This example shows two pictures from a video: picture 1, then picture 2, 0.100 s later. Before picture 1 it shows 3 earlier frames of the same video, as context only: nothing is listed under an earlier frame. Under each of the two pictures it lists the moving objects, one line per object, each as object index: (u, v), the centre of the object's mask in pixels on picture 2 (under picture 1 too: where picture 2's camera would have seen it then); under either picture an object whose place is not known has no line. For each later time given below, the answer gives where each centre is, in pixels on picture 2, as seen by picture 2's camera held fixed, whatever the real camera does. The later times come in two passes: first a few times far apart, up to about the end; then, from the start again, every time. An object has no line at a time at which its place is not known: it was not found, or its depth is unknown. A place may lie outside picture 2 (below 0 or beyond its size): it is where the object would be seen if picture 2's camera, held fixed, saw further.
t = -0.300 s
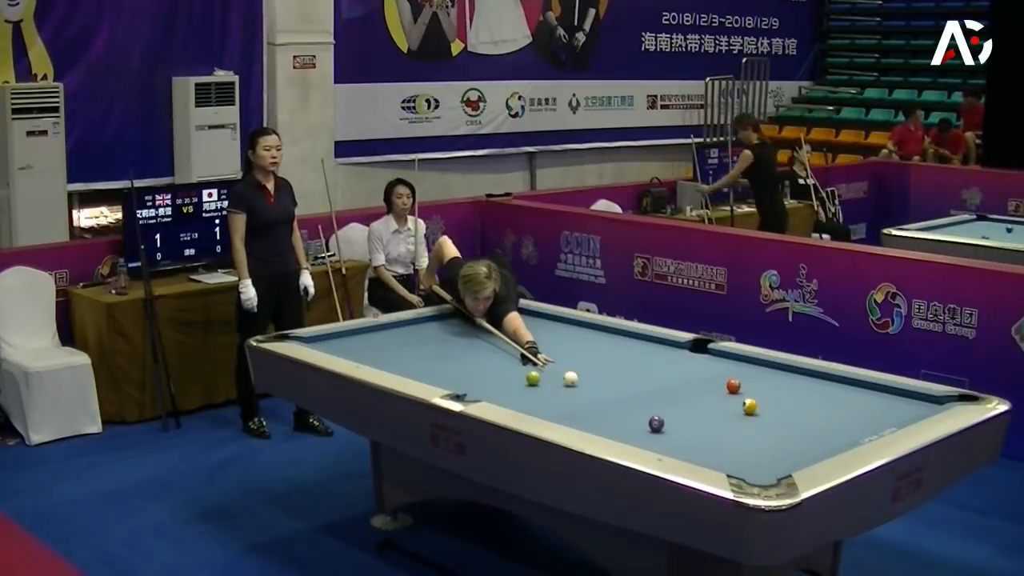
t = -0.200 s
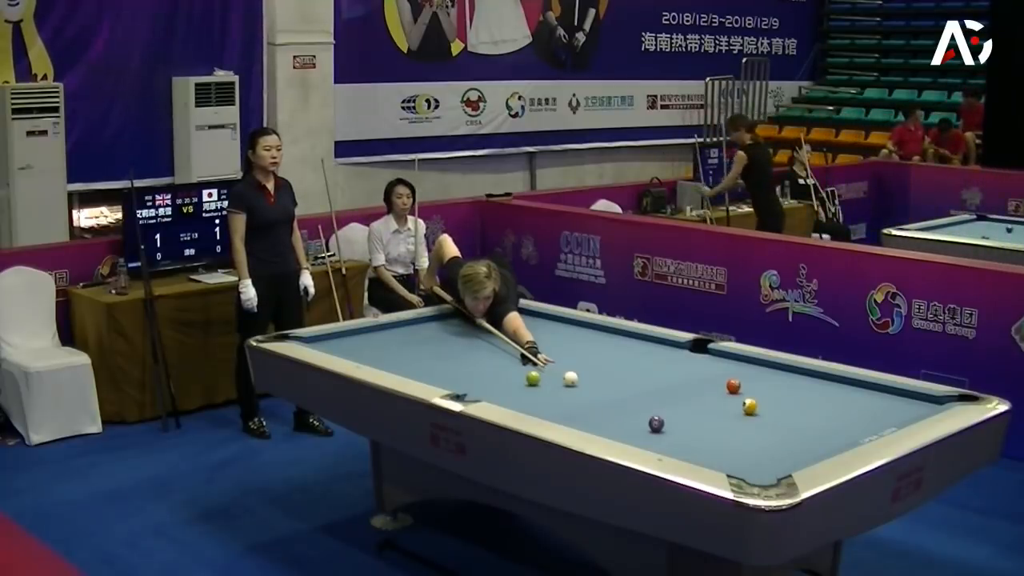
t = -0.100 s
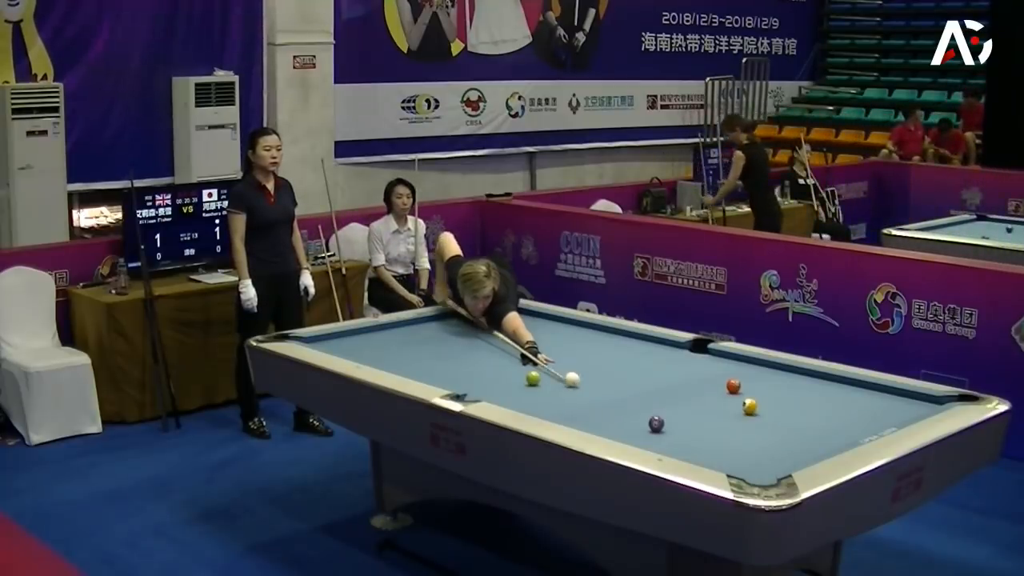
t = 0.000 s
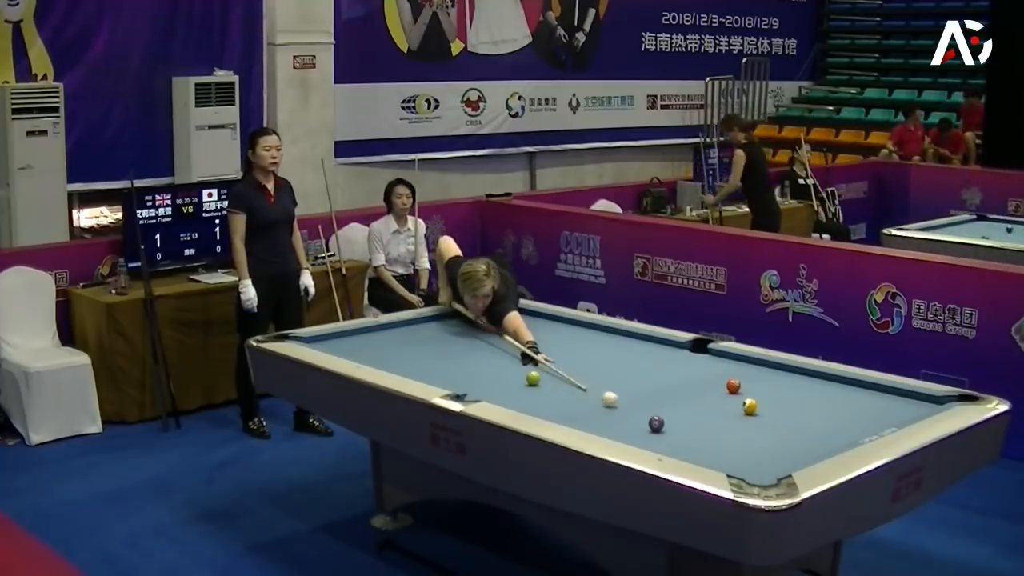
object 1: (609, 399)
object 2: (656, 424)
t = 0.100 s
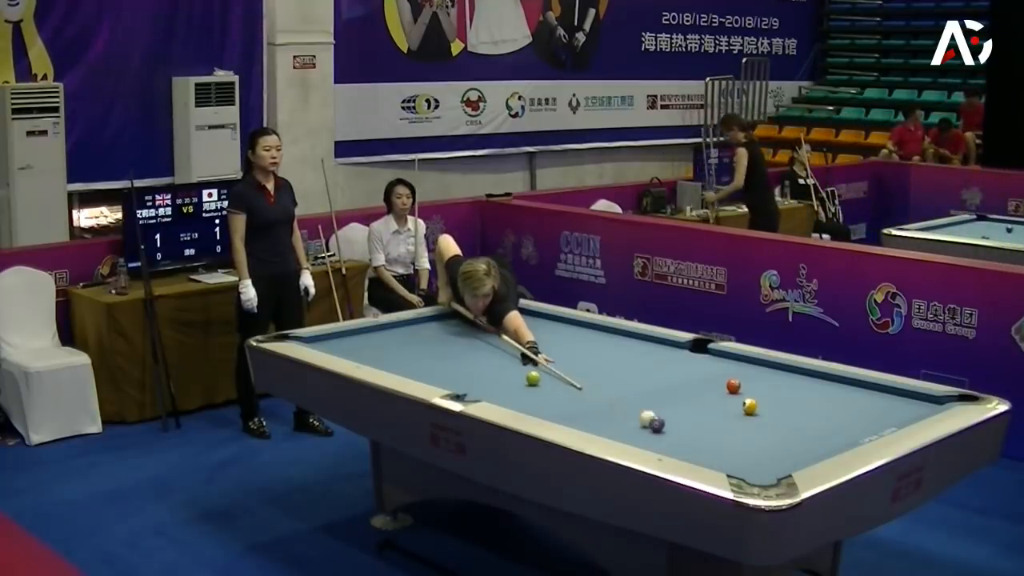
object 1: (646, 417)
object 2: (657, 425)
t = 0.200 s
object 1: (648, 418)
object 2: (694, 445)
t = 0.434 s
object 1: (638, 413)
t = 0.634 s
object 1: (630, 407)
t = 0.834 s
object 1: (622, 403)
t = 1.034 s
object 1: (615, 399)
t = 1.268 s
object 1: (608, 394)
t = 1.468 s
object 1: (601, 390)
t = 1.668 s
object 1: (596, 386)
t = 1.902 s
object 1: (590, 383)
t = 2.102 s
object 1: (585, 380)
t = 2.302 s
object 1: (581, 377)
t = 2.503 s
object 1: (577, 375)
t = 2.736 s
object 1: (573, 373)
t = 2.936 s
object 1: (570, 370)
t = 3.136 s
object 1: (567, 369)
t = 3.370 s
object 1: (565, 367)
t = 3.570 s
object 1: (563, 366)
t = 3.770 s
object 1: (561, 365)
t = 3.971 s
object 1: (560, 364)
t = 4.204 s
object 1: (559, 363)
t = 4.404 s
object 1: (558, 363)
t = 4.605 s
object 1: (558, 363)
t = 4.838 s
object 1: (558, 362)
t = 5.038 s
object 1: (558, 362)
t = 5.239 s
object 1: (558, 363)
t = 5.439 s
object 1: (558, 362)
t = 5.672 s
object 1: (558, 362)
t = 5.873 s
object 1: (558, 362)
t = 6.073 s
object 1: (558, 362)
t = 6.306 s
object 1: (558, 362)
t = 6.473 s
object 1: (558, 362)
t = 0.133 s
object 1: (649, 419)
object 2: (669, 432)
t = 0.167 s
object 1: (648, 418)
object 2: (681, 438)
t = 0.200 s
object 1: (648, 418)
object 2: (694, 445)
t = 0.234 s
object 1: (647, 418)
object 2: (707, 452)
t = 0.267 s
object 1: (646, 417)
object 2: (720, 459)
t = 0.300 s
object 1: (644, 416)
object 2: (732, 464)
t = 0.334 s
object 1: (643, 415)
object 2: (746, 472)
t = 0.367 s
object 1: (642, 414)
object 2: (757, 478)
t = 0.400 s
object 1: (640, 414)
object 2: (768, 483)
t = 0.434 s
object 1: (638, 413)
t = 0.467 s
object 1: (637, 412)
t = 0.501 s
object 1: (635, 411)
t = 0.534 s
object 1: (634, 410)
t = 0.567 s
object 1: (633, 409)
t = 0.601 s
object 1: (631, 408)
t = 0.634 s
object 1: (630, 407)
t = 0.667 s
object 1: (629, 407)
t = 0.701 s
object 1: (627, 406)
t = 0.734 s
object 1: (626, 405)
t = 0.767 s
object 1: (625, 404)
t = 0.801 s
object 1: (623, 404)
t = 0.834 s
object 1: (622, 403)
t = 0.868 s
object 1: (621, 402)
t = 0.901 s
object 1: (620, 402)
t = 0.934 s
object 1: (618, 401)
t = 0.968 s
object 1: (618, 400)
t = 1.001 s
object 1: (616, 399)
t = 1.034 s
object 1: (615, 399)
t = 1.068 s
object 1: (614, 398)
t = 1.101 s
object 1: (613, 397)
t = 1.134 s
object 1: (612, 396)
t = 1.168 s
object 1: (611, 396)
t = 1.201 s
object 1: (610, 395)
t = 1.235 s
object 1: (609, 395)
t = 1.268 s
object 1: (608, 394)
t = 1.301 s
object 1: (606, 393)
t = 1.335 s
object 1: (605, 392)
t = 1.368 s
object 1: (604, 392)
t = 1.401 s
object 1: (603, 391)
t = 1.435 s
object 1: (602, 390)
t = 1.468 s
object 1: (601, 390)
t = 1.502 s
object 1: (600, 389)
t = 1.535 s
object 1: (599, 389)
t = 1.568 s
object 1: (598, 388)
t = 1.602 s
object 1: (598, 388)
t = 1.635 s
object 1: (596, 387)
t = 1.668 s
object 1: (596, 386)
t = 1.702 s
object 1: (594, 386)
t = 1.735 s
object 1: (594, 386)
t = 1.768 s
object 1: (593, 385)
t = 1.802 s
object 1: (592, 384)
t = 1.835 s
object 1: (591, 384)
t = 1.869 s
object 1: (591, 383)
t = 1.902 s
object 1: (590, 383)
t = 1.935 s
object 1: (589, 382)
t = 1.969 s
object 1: (588, 382)
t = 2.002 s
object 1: (587, 381)
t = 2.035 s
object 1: (587, 381)
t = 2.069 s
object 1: (586, 380)
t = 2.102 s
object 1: (585, 380)
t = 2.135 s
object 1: (584, 379)
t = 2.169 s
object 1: (584, 379)
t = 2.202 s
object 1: (583, 378)
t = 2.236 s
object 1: (582, 378)
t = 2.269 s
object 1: (581, 378)
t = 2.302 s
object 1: (581, 377)
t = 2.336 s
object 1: (580, 377)
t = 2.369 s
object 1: (580, 377)
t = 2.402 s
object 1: (579, 376)
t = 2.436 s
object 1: (578, 376)
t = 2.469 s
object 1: (578, 375)
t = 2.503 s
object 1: (577, 375)
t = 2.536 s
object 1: (576, 374)
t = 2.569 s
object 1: (576, 374)
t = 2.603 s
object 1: (575, 374)
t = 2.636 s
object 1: (575, 373)
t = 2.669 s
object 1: (574, 373)
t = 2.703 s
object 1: (574, 373)
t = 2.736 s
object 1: (573, 373)
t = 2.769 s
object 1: (573, 372)
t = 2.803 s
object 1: (572, 372)
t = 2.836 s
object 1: (571, 371)
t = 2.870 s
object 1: (571, 371)
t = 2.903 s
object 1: (571, 371)
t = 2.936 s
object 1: (570, 370)
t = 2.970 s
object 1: (570, 370)
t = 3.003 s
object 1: (569, 370)
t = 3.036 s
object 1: (569, 370)
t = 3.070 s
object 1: (568, 369)
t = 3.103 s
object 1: (568, 369)
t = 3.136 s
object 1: (567, 369)
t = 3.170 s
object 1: (567, 368)
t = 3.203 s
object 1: (567, 368)
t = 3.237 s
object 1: (566, 368)
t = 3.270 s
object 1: (566, 368)
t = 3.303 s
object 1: (565, 367)
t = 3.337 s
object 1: (565, 367)
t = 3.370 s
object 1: (565, 367)
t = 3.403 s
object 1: (565, 367)
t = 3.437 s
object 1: (564, 367)
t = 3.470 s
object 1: (564, 367)
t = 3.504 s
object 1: (564, 366)
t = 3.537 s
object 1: (563, 366)
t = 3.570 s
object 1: (563, 366)
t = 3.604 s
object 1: (563, 366)
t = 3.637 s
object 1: (562, 366)
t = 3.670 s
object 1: (562, 365)
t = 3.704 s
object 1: (562, 365)
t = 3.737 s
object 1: (562, 365)
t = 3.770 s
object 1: (561, 365)
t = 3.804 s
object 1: (561, 365)
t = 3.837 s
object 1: (561, 365)
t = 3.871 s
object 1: (561, 364)
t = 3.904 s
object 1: (560, 364)
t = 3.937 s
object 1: (560, 364)
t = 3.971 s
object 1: (560, 364)
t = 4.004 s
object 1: (560, 364)
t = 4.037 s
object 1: (559, 364)
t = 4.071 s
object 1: (559, 364)
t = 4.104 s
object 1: (559, 364)
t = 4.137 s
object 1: (559, 363)
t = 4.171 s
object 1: (559, 363)
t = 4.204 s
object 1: (559, 363)
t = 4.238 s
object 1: (558, 363)
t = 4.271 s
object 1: (558, 363)
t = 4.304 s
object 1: (558, 363)
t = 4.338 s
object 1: (558, 363)
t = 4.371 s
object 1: (558, 363)
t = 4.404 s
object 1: (558, 363)
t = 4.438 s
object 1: (558, 363)
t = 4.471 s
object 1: (558, 363)
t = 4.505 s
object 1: (558, 363)
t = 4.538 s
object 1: (558, 363)
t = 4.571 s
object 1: (558, 363)
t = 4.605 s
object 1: (558, 363)
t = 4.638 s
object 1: (558, 363)
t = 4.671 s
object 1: (558, 363)
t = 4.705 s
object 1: (558, 362)
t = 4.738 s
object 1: (558, 362)
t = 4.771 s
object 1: (558, 363)
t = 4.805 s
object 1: (558, 362)
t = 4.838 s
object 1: (558, 362)
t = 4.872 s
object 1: (558, 362)
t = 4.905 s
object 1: (558, 363)
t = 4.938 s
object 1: (558, 362)
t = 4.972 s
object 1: (558, 362)
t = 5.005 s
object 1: (558, 362)
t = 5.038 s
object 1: (558, 362)
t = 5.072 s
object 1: (558, 362)
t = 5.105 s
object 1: (558, 362)
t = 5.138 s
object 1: (558, 363)
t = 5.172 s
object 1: (558, 363)
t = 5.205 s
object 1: (558, 363)
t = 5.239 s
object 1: (558, 363)
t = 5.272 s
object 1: (558, 363)
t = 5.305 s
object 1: (558, 362)
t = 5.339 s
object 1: (558, 362)
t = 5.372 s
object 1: (558, 362)
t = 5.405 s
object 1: (558, 362)
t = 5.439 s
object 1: (558, 362)
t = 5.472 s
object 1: (558, 362)
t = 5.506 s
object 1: (558, 363)
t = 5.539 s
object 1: (558, 363)
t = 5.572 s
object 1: (558, 363)
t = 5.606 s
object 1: (558, 363)
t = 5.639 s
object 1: (558, 363)
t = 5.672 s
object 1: (558, 362)
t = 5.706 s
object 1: (558, 362)
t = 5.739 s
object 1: (558, 362)
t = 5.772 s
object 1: (558, 362)
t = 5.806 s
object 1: (558, 362)
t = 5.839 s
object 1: (558, 362)
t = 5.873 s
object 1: (558, 362)
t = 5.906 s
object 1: (558, 363)
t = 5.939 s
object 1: (558, 363)
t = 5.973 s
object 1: (558, 363)
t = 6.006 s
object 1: (558, 362)
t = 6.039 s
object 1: (558, 362)
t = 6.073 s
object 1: (558, 362)
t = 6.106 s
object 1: (558, 362)
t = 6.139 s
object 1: (558, 362)
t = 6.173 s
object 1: (558, 362)
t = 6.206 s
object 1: (558, 362)
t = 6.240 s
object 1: (558, 362)
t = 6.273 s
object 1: (558, 362)
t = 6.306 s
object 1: (558, 362)
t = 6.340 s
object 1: (558, 362)
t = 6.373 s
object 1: (558, 362)
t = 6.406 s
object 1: (558, 362)
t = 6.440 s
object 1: (558, 362)
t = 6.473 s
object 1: (558, 362)
